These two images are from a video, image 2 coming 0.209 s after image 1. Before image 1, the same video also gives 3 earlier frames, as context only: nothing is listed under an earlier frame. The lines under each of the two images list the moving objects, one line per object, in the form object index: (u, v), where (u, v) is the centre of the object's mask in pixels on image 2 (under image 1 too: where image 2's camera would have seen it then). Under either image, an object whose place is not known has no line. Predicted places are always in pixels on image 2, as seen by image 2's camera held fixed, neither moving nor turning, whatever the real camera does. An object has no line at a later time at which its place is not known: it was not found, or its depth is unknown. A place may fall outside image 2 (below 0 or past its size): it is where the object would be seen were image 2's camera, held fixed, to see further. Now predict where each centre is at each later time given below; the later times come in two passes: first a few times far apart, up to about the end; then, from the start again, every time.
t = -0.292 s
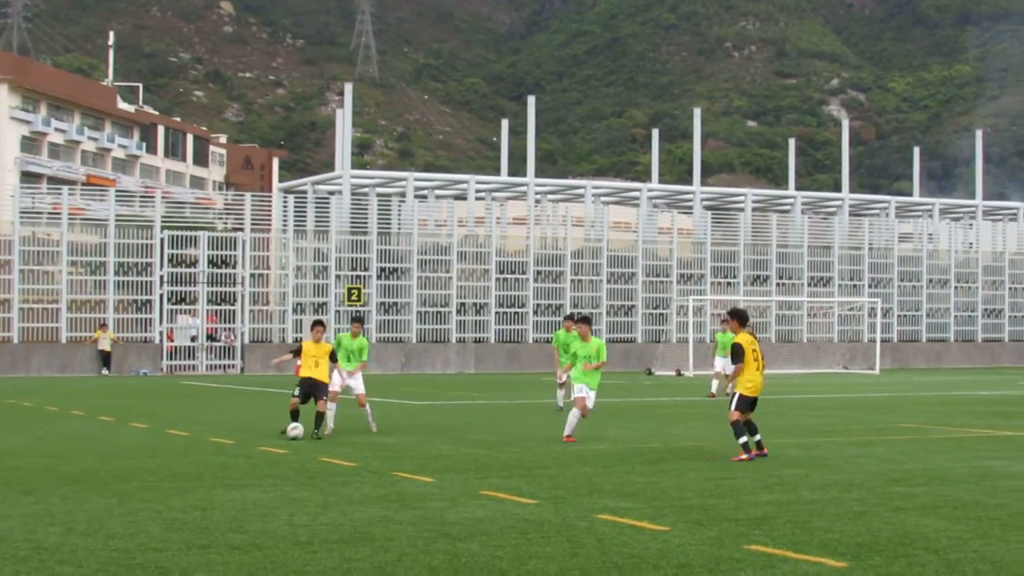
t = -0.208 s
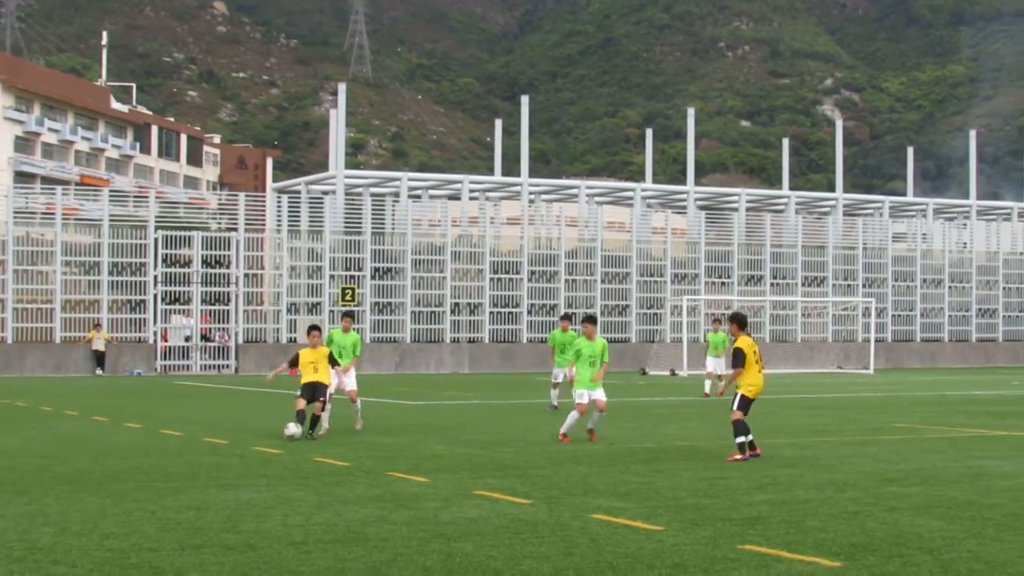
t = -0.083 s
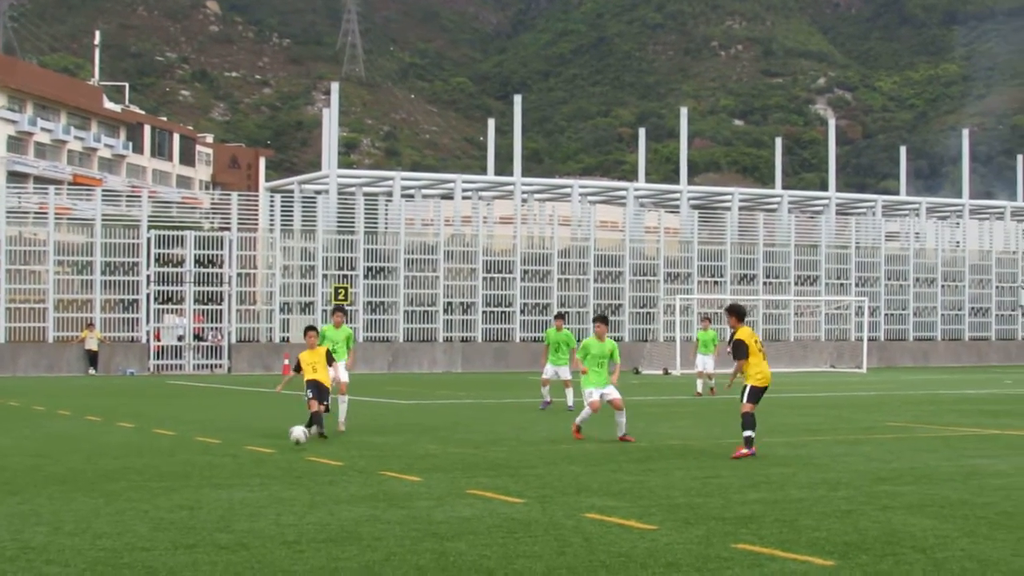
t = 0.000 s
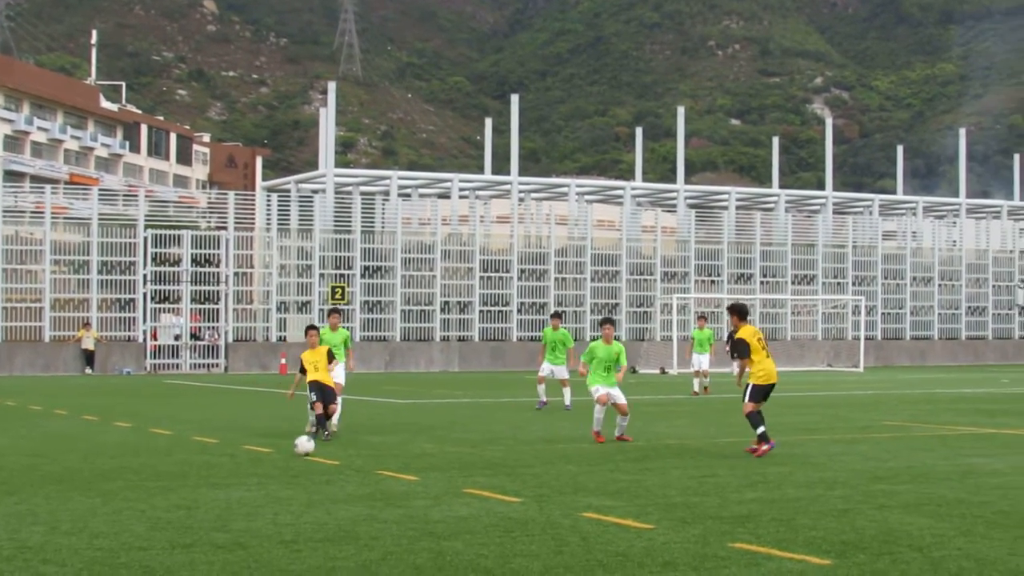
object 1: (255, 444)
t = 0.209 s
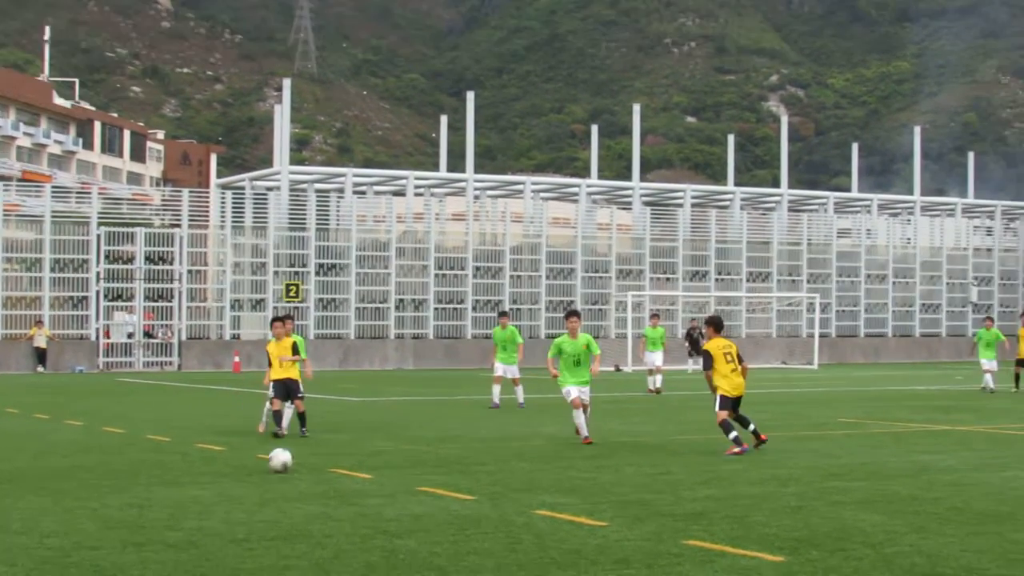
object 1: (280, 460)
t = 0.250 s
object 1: (285, 462)
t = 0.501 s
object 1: (316, 486)
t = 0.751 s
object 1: (351, 513)
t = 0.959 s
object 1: (387, 539)
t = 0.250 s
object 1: (285, 462)
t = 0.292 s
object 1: (289, 466)
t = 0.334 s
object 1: (295, 470)
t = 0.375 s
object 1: (300, 472)
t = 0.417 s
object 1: (305, 477)
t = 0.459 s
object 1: (311, 483)
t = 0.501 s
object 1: (316, 486)
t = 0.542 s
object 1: (321, 490)
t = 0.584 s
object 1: (328, 495)
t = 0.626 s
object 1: (333, 496)
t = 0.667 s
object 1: (339, 499)
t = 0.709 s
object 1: (346, 507)
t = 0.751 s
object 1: (351, 513)
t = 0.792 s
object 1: (359, 514)
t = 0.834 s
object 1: (365, 517)
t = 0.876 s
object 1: (373, 524)
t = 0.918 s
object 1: (380, 535)
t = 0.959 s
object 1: (387, 539)
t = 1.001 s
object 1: (395, 541)
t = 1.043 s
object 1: (404, 547)
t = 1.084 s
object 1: (413, 558)
